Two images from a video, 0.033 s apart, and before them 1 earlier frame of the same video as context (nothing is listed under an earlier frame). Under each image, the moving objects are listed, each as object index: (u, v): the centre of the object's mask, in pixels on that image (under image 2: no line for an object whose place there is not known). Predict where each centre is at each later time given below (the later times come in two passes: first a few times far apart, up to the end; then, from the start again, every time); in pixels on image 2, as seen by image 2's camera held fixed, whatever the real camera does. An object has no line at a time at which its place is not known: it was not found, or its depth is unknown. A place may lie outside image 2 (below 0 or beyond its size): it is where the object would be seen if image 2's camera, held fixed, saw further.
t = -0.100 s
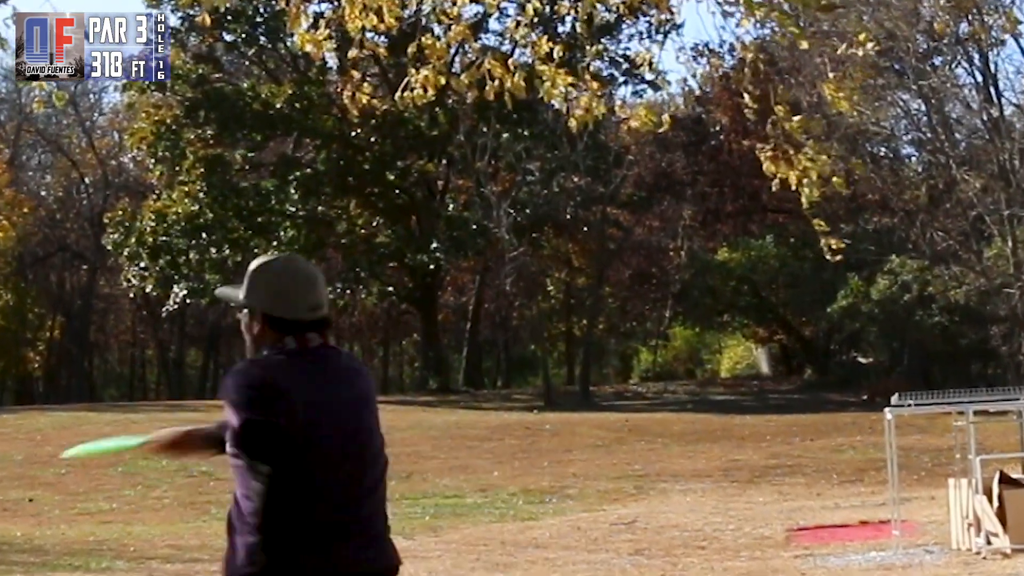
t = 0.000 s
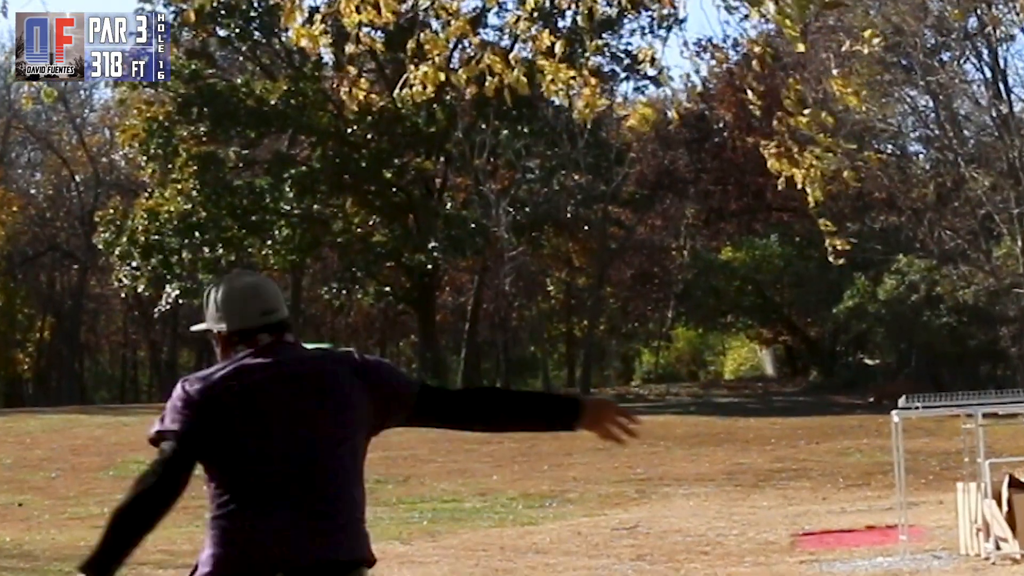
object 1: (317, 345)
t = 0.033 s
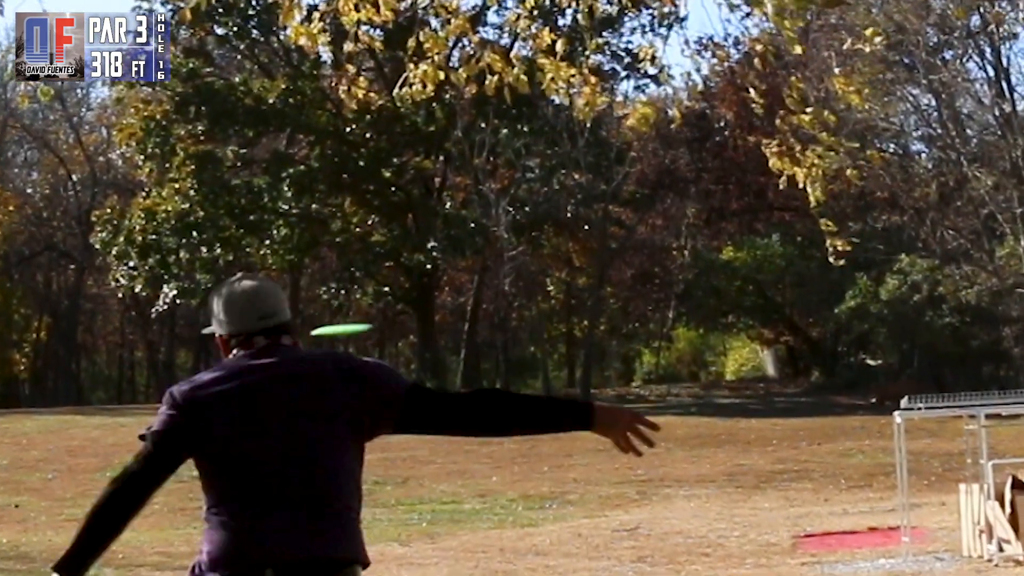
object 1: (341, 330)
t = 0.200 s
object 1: (483, 265)
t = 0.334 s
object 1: (547, 239)
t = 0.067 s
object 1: (379, 313)
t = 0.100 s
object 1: (410, 299)
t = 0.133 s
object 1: (439, 285)
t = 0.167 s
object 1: (462, 273)
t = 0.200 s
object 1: (483, 265)
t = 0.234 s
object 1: (502, 256)
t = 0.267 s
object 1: (518, 250)
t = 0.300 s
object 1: (533, 244)
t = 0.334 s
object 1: (547, 239)
